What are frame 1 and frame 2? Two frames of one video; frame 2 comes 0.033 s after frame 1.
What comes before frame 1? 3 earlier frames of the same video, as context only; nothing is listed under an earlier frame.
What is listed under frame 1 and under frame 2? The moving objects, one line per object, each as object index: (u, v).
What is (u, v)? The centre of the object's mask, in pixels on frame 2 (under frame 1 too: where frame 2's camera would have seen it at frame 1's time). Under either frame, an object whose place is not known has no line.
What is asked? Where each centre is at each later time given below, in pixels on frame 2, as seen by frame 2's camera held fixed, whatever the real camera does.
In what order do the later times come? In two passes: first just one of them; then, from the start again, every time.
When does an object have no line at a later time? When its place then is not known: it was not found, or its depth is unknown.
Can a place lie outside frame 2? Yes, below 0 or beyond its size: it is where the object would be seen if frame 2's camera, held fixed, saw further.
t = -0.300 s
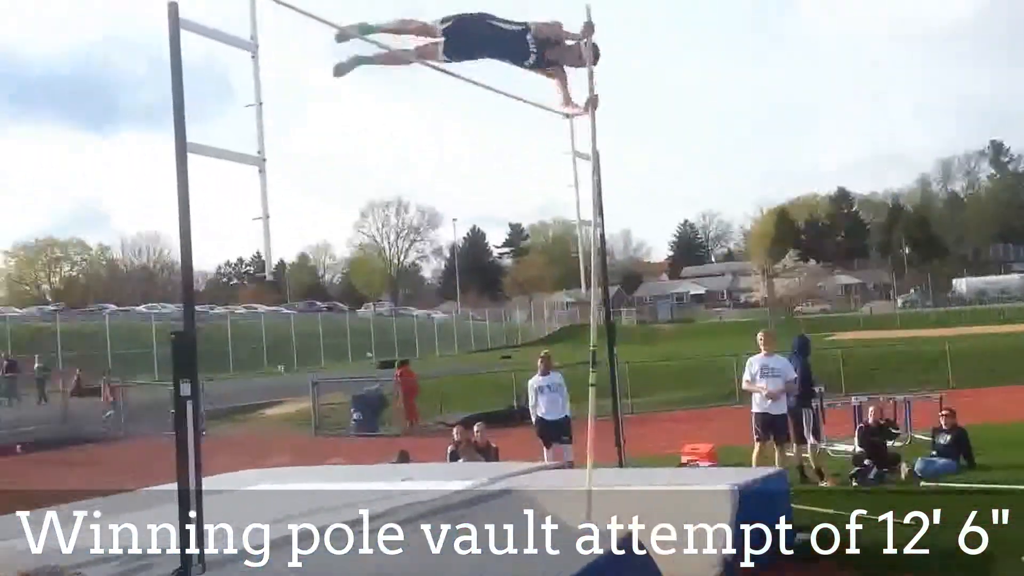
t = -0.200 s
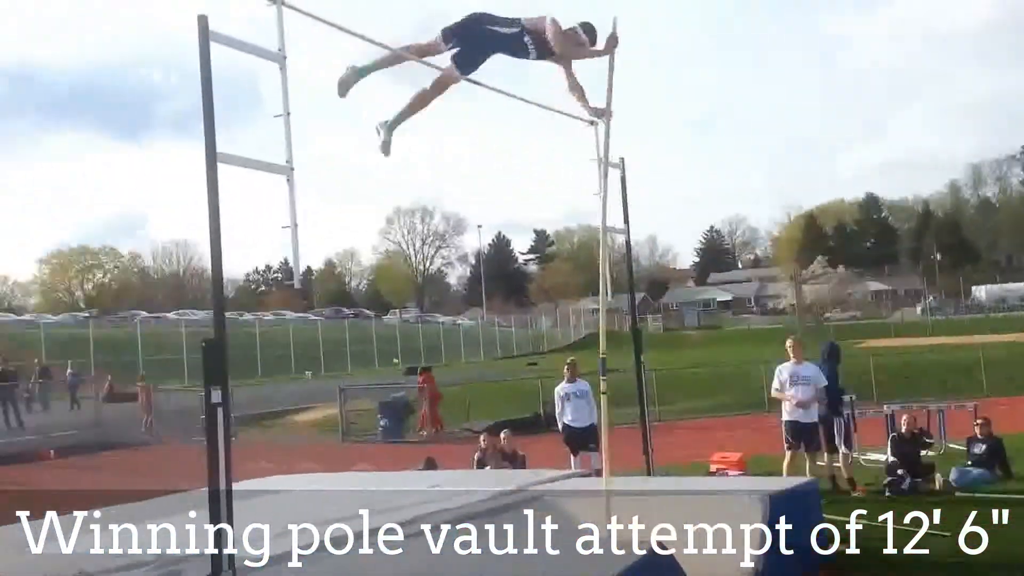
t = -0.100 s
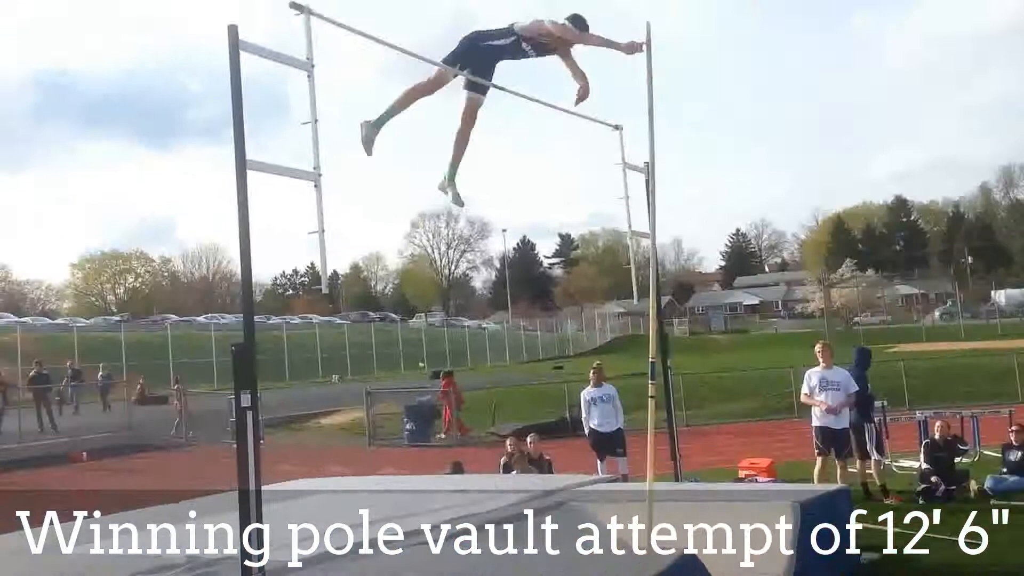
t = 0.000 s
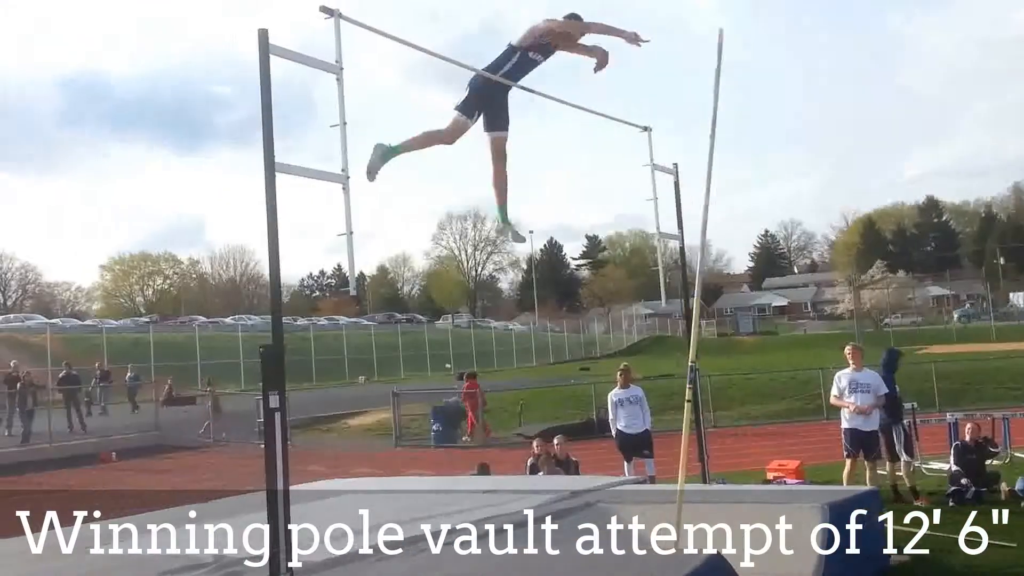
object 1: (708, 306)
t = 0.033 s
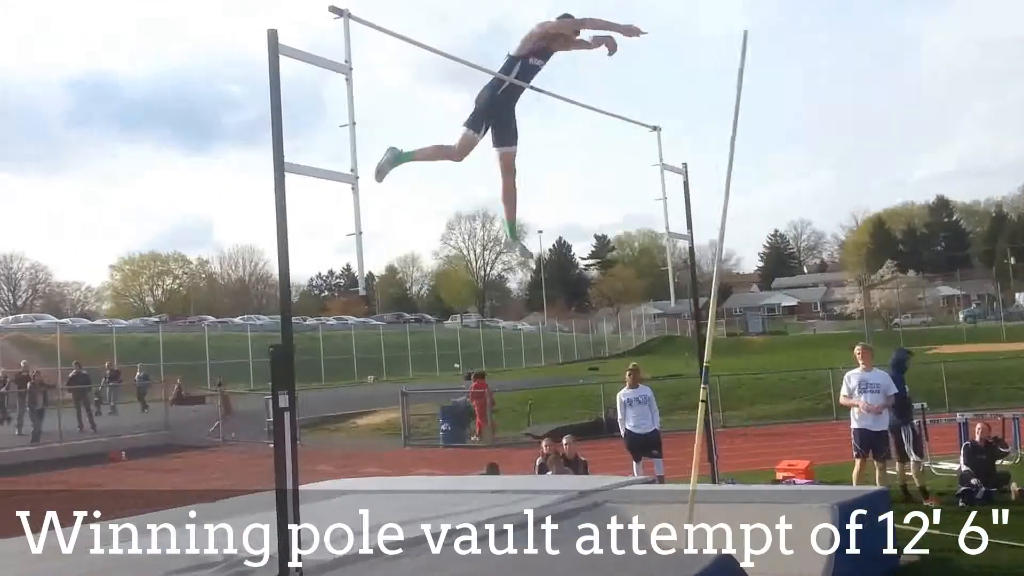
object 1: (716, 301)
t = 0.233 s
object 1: (774, 292)
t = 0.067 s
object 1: (725, 294)
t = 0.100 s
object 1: (736, 282)
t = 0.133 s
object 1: (746, 274)
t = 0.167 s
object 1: (755, 278)
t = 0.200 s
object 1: (763, 289)
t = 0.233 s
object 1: (774, 292)
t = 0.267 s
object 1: (785, 297)
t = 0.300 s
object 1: (794, 304)
